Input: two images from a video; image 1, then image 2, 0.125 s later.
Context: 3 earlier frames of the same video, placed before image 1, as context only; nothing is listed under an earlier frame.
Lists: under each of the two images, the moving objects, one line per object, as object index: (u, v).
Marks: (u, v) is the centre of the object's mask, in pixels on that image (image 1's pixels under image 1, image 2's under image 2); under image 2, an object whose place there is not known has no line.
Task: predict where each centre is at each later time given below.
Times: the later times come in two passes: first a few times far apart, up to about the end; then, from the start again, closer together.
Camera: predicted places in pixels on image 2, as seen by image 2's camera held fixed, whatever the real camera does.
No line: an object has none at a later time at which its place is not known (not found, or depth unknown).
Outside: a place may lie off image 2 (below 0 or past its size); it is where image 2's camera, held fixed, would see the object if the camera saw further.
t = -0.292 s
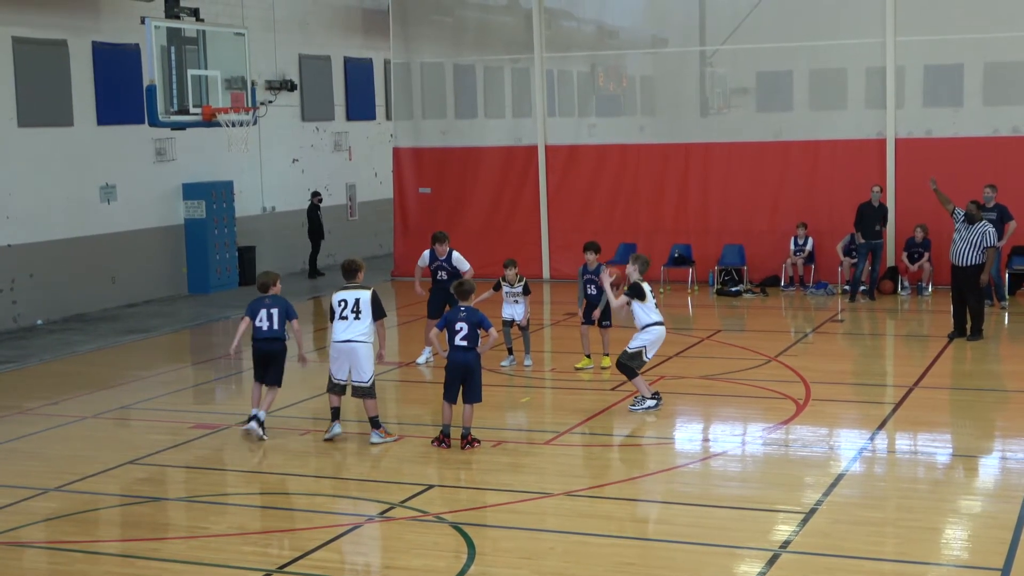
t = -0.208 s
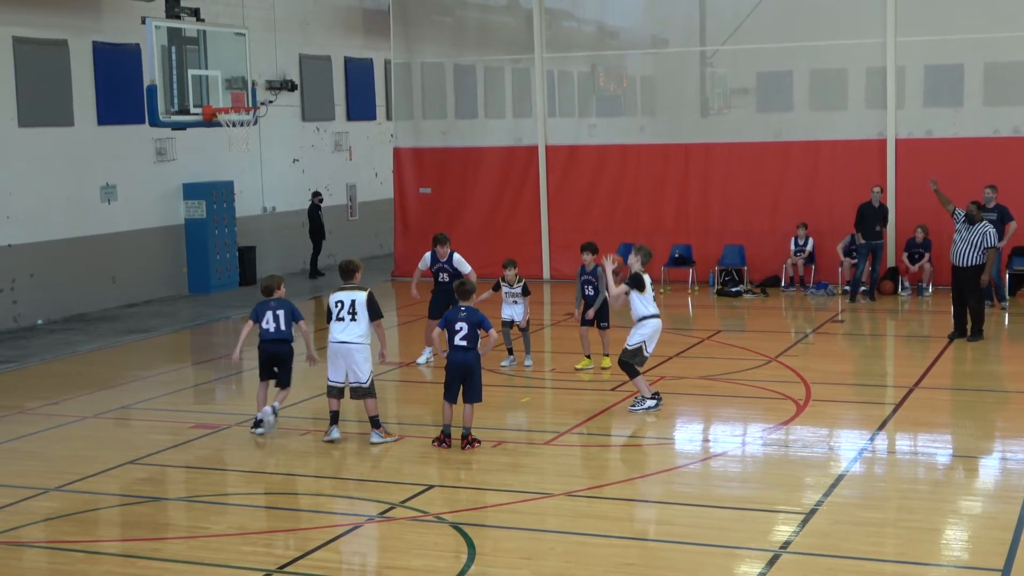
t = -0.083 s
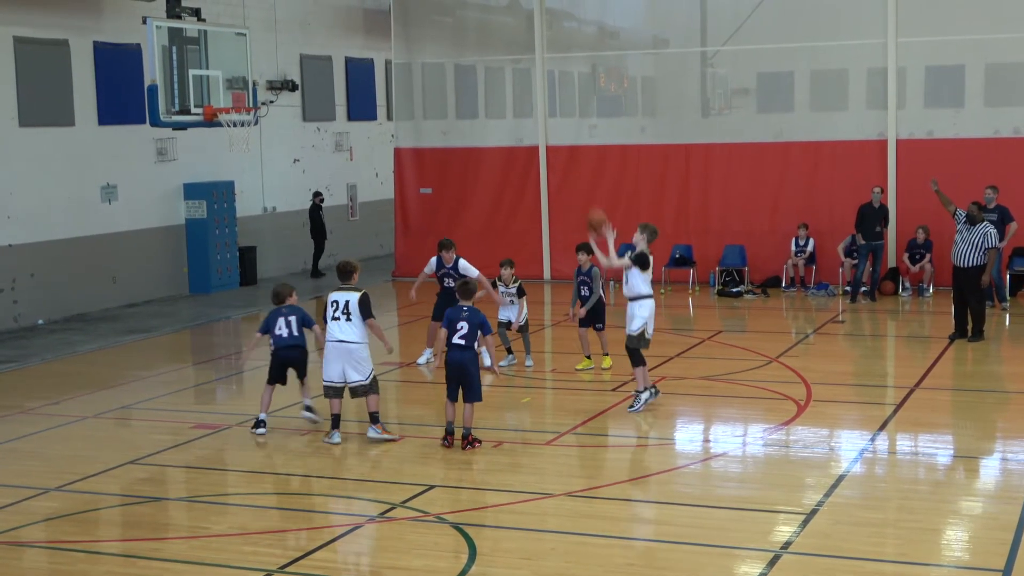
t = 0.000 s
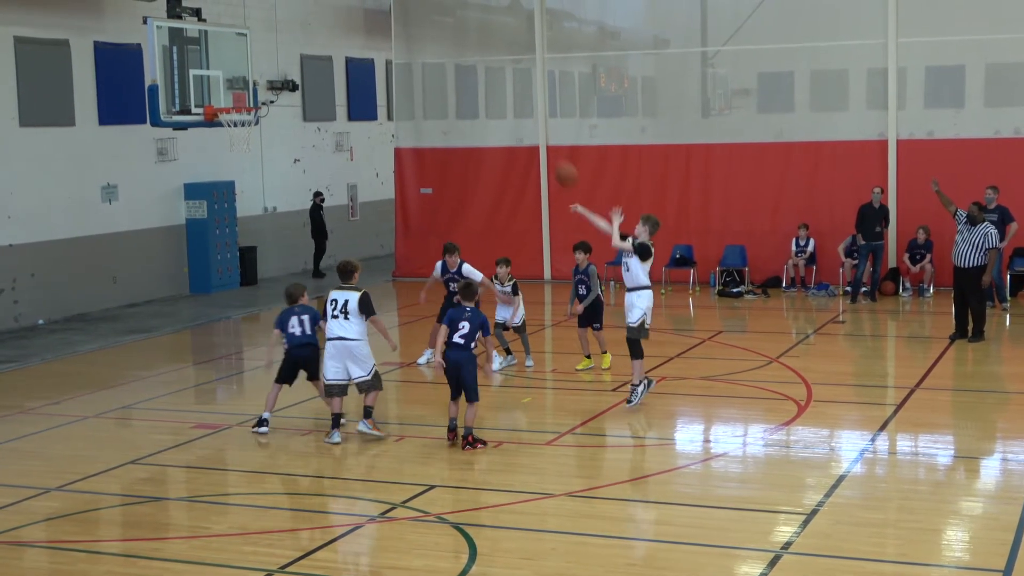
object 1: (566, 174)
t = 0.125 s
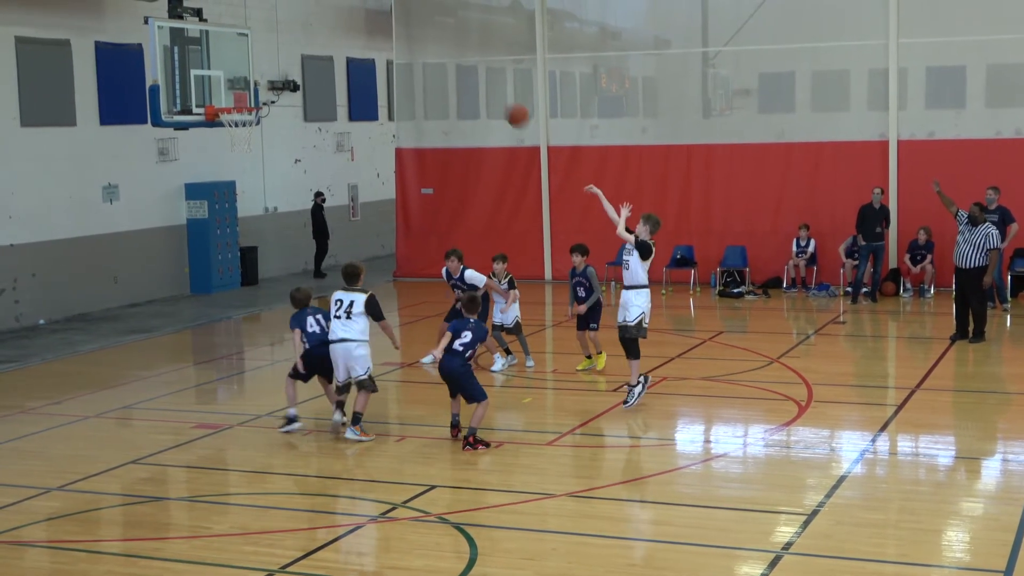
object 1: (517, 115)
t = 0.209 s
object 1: (485, 85)
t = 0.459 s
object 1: (395, 35)
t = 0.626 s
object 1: (340, 36)
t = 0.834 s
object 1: (275, 72)
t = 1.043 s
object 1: (263, 124)
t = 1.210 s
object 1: (317, 152)
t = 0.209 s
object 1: (485, 85)
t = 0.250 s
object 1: (469, 72)
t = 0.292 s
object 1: (454, 62)
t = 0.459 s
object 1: (395, 35)
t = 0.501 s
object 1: (381, 33)
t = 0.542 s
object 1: (367, 32)
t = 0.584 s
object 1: (353, 33)
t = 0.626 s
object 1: (340, 36)
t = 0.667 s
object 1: (326, 40)
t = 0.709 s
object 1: (313, 45)
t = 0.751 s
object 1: (300, 53)
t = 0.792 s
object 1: (287, 62)
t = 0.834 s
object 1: (275, 72)
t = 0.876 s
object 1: (263, 83)
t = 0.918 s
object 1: (251, 96)
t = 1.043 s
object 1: (263, 124)
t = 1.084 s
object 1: (273, 127)
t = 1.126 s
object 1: (287, 134)
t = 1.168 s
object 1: (302, 142)
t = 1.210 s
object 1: (317, 152)
